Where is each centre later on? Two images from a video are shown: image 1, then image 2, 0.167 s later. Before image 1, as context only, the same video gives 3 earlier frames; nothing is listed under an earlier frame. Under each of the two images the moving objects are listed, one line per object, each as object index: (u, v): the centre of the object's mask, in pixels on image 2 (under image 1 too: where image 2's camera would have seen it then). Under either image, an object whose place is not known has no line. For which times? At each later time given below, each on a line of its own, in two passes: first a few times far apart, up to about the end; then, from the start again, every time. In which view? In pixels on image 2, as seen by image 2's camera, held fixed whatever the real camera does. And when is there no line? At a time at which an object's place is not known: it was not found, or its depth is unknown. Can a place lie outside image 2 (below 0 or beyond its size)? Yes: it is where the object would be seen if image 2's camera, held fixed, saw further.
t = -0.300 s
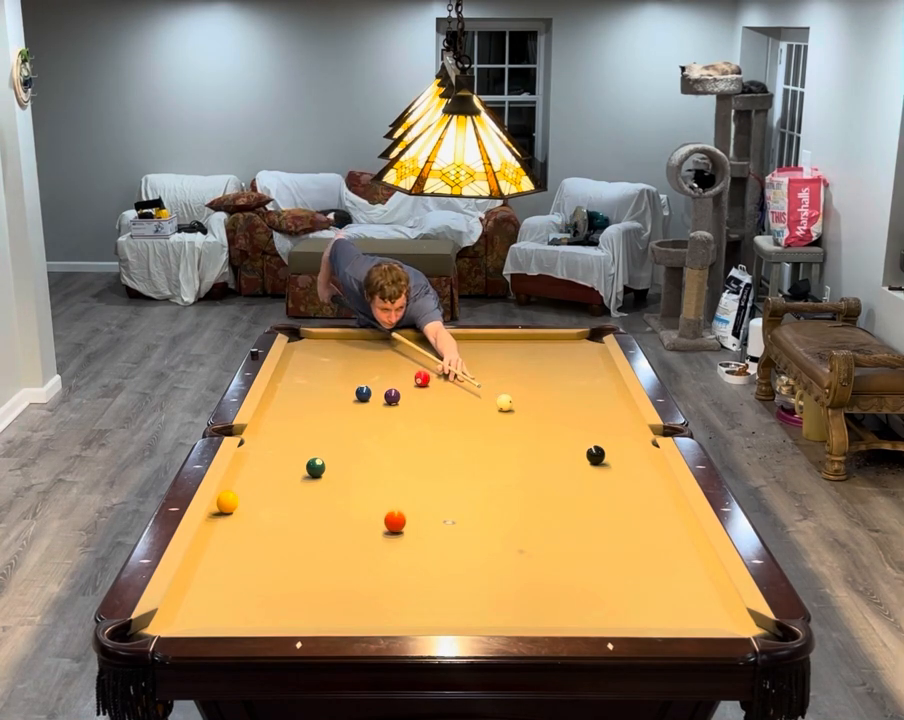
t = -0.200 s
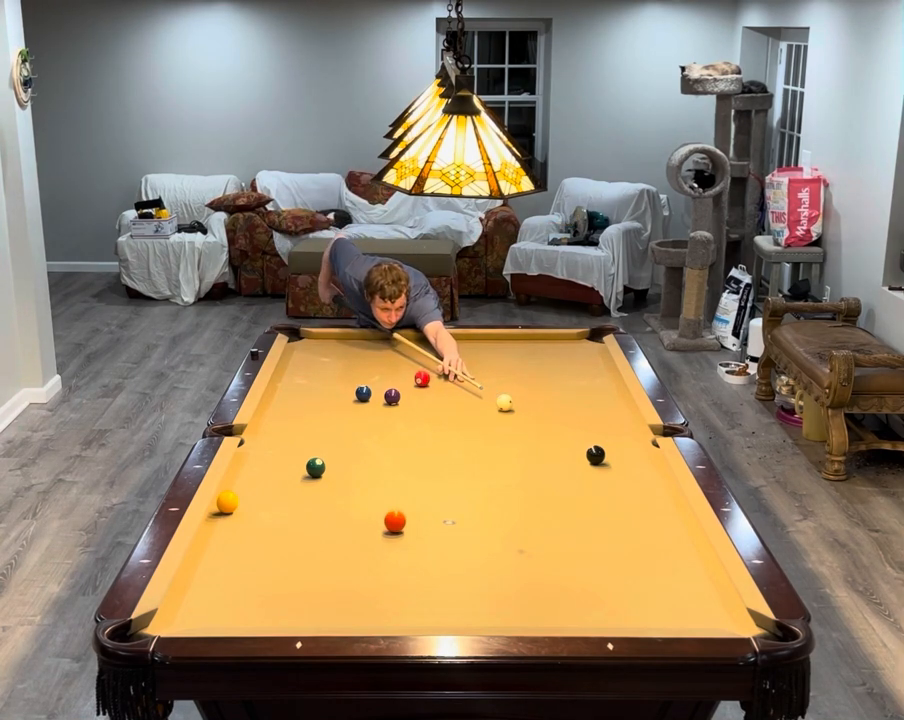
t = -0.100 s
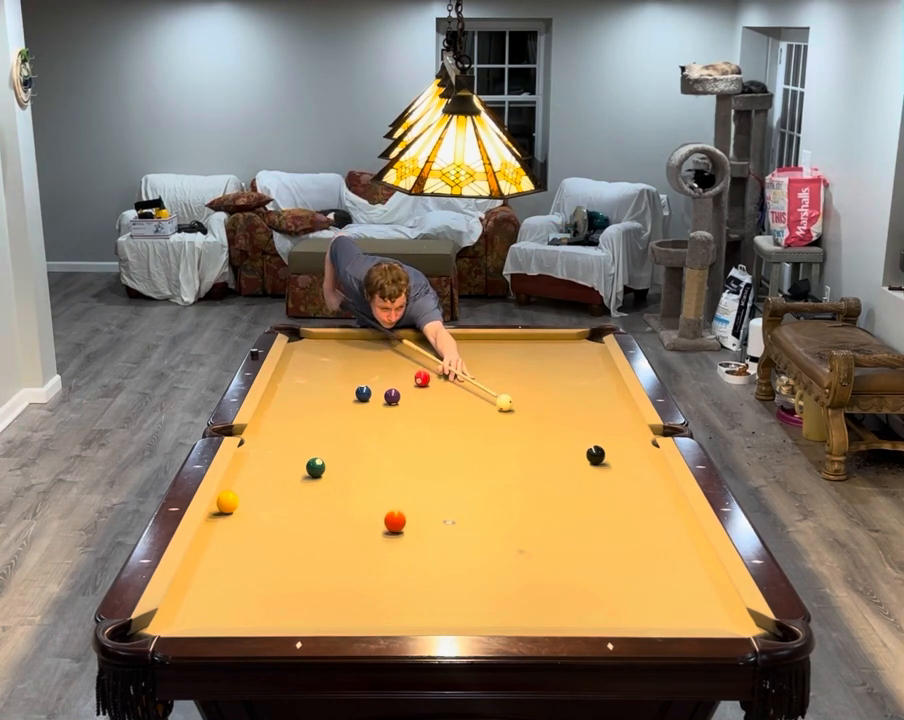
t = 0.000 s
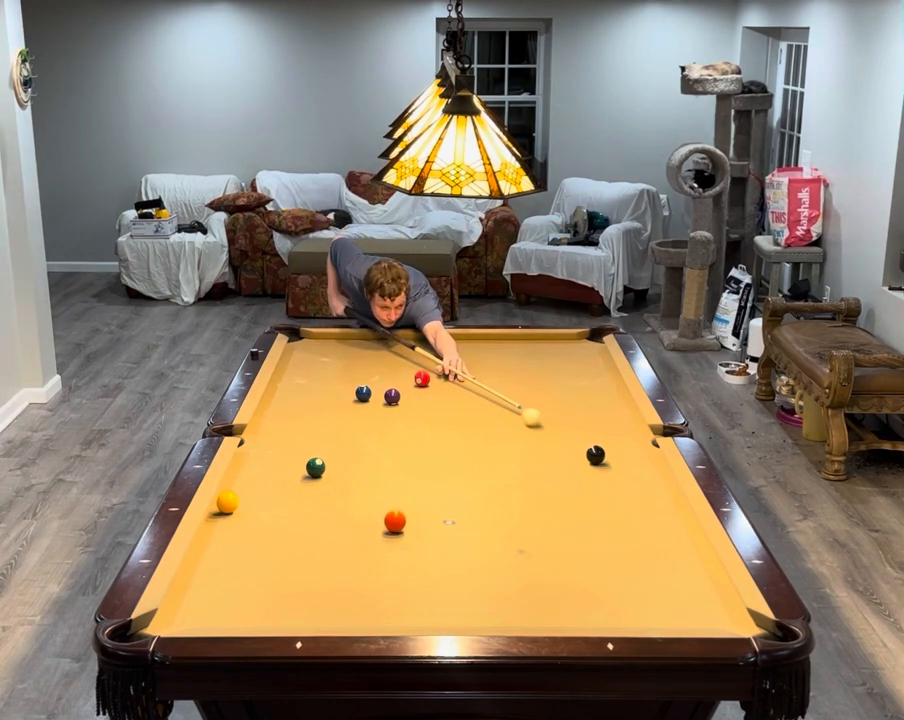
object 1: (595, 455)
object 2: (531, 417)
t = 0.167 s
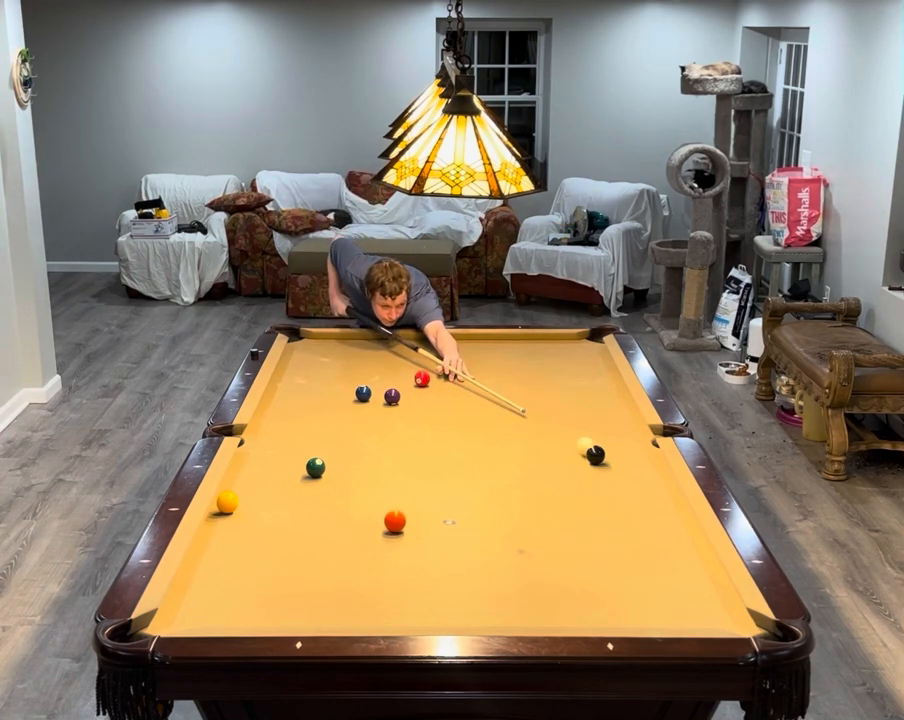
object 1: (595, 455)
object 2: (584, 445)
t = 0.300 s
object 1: (617, 478)
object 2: (613, 450)
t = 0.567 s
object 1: (657, 523)
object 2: (648, 459)
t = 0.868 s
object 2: (620, 462)
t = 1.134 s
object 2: (596, 465)
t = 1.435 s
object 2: (572, 468)
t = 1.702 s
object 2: (552, 470)
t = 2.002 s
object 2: (531, 472)
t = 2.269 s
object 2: (514, 474)
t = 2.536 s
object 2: (499, 475)
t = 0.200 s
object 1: (600, 460)
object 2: (592, 446)
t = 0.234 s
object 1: (605, 465)
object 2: (600, 448)
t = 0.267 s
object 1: (611, 472)
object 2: (606, 449)
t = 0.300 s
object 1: (617, 478)
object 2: (613, 450)
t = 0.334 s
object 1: (622, 484)
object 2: (621, 452)
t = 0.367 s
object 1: (626, 490)
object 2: (628, 453)
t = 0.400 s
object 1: (632, 495)
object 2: (635, 454)
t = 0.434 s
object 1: (636, 500)
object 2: (643, 456)
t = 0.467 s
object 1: (641, 506)
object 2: (650, 457)
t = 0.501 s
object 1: (647, 512)
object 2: (655, 459)
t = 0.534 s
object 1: (652, 517)
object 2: (652, 459)
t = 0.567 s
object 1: (657, 523)
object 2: (648, 459)
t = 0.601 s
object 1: (662, 529)
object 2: (645, 459)
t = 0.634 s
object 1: (668, 535)
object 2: (642, 460)
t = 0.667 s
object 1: (674, 541)
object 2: (639, 460)
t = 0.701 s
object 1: (679, 548)
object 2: (635, 460)
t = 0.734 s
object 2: (632, 461)
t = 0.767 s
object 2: (629, 461)
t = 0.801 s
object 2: (626, 462)
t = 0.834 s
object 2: (623, 462)
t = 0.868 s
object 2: (620, 462)
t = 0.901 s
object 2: (617, 463)
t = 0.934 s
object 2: (614, 463)
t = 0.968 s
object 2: (611, 463)
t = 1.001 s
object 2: (608, 464)
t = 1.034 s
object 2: (605, 463)
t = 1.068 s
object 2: (602, 464)
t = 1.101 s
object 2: (599, 464)
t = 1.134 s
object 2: (596, 465)
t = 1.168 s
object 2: (594, 465)
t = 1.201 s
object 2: (591, 466)
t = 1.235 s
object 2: (588, 466)
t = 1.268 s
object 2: (585, 466)
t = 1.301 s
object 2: (582, 466)
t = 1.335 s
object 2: (580, 467)
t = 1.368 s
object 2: (577, 467)
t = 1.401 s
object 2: (574, 467)
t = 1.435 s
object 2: (572, 468)
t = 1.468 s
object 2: (569, 468)
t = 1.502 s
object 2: (567, 468)
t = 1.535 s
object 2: (564, 468)
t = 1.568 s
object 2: (562, 469)
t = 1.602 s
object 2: (559, 469)
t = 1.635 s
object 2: (557, 469)
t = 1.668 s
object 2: (554, 469)
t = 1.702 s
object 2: (552, 470)
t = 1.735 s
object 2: (549, 470)
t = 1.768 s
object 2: (547, 470)
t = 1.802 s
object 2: (545, 471)
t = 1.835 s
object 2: (542, 471)
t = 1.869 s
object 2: (540, 471)
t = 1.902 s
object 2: (537, 471)
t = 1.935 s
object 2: (535, 472)
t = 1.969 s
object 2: (533, 472)
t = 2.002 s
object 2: (531, 472)
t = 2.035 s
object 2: (528, 472)
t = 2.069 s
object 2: (527, 472)
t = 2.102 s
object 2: (524, 473)
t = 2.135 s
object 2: (522, 473)
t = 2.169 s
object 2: (520, 473)
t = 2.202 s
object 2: (518, 474)
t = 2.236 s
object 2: (516, 474)
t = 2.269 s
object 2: (514, 474)
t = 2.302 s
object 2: (512, 474)
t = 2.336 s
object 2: (510, 474)
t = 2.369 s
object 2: (508, 474)
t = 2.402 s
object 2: (506, 474)
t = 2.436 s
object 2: (505, 475)
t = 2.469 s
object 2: (503, 475)
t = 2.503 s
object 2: (501, 475)
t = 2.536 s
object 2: (499, 475)
